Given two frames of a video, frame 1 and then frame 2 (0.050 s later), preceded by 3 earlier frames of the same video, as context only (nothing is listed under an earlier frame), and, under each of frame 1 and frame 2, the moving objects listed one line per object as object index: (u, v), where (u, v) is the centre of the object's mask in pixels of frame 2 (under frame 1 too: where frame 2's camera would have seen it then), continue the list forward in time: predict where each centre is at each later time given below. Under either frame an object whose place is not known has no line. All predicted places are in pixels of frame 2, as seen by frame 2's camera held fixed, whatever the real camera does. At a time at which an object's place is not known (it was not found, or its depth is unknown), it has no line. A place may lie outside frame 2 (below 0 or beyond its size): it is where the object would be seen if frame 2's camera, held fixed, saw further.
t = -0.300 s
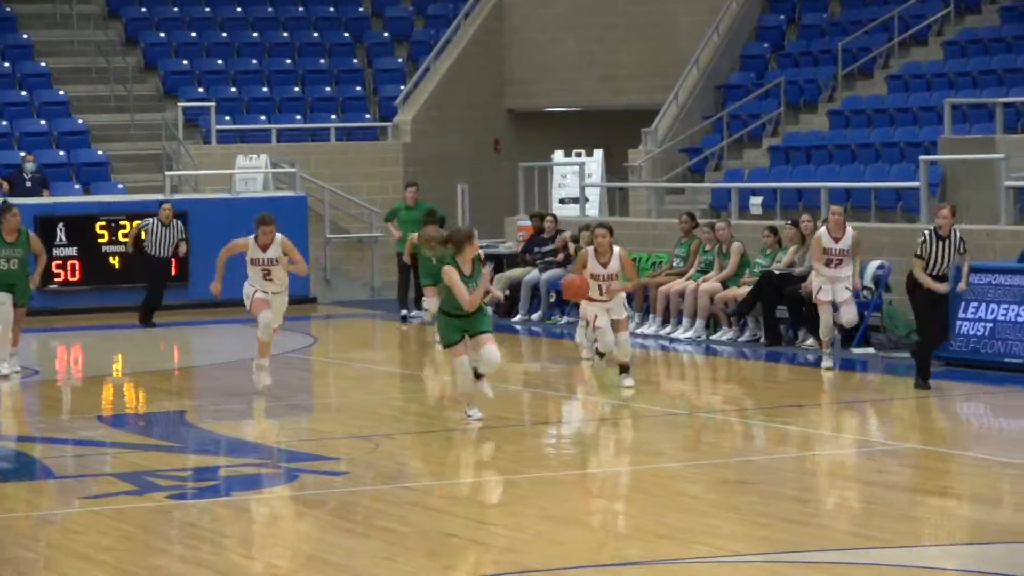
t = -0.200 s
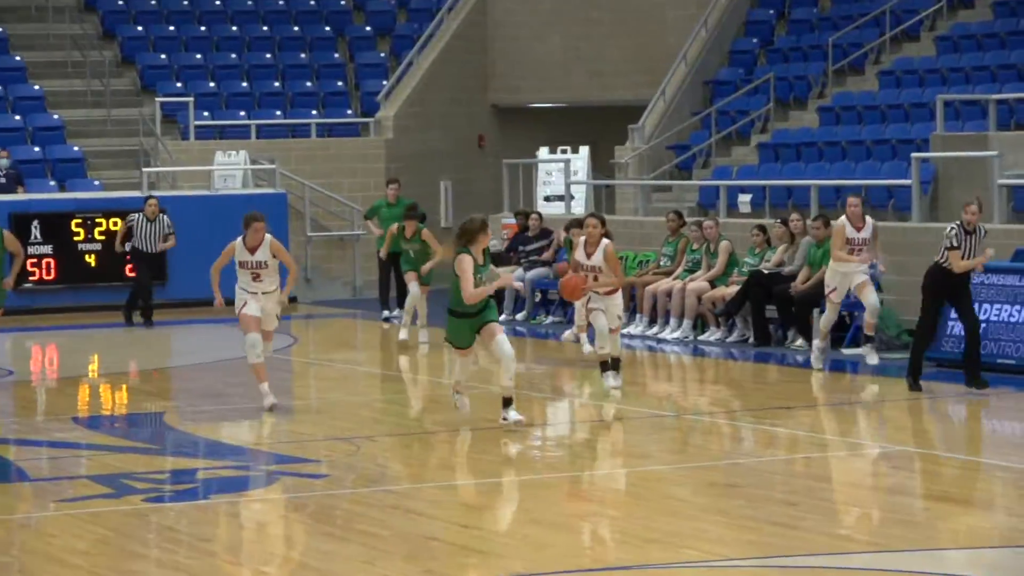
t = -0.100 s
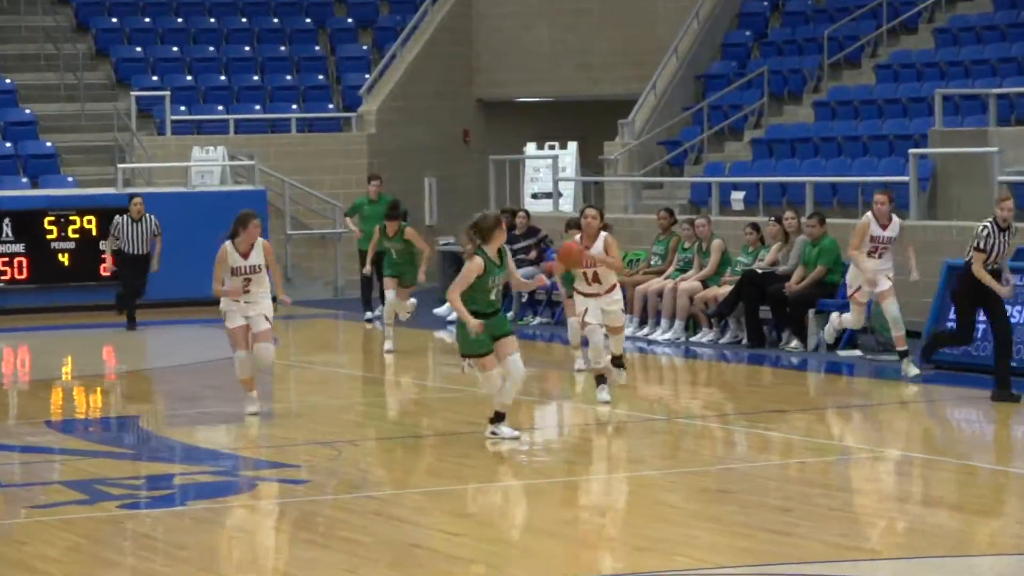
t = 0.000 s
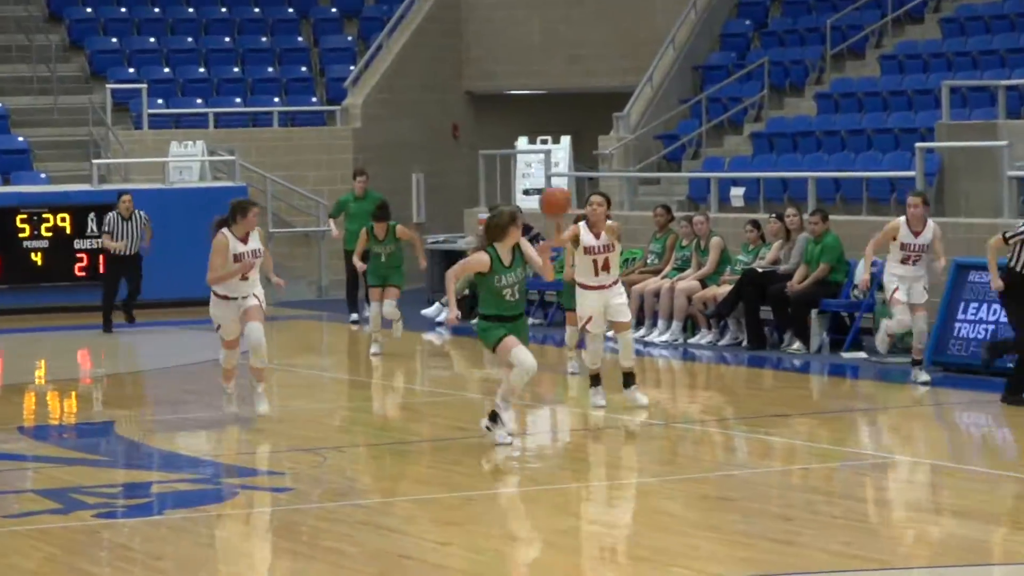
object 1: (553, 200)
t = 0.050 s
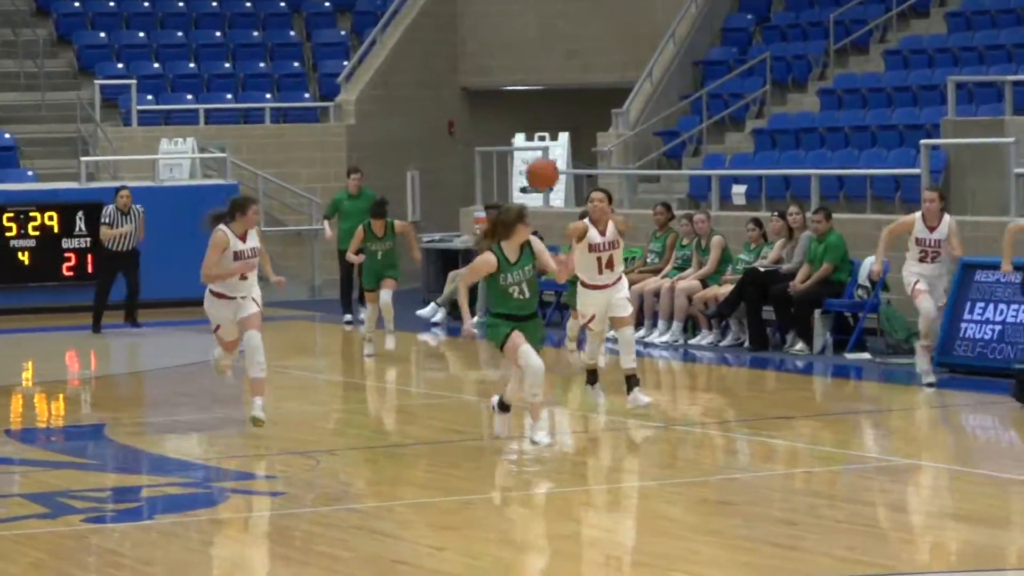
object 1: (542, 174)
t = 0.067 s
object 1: (539, 166)
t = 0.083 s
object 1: (535, 158)
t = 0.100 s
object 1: (531, 150)
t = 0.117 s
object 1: (528, 141)
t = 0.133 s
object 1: (524, 134)
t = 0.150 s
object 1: (518, 123)
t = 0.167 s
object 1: (515, 118)
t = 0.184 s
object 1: (510, 111)
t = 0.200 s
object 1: (505, 104)
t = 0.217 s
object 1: (501, 98)
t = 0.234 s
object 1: (496, 91)
